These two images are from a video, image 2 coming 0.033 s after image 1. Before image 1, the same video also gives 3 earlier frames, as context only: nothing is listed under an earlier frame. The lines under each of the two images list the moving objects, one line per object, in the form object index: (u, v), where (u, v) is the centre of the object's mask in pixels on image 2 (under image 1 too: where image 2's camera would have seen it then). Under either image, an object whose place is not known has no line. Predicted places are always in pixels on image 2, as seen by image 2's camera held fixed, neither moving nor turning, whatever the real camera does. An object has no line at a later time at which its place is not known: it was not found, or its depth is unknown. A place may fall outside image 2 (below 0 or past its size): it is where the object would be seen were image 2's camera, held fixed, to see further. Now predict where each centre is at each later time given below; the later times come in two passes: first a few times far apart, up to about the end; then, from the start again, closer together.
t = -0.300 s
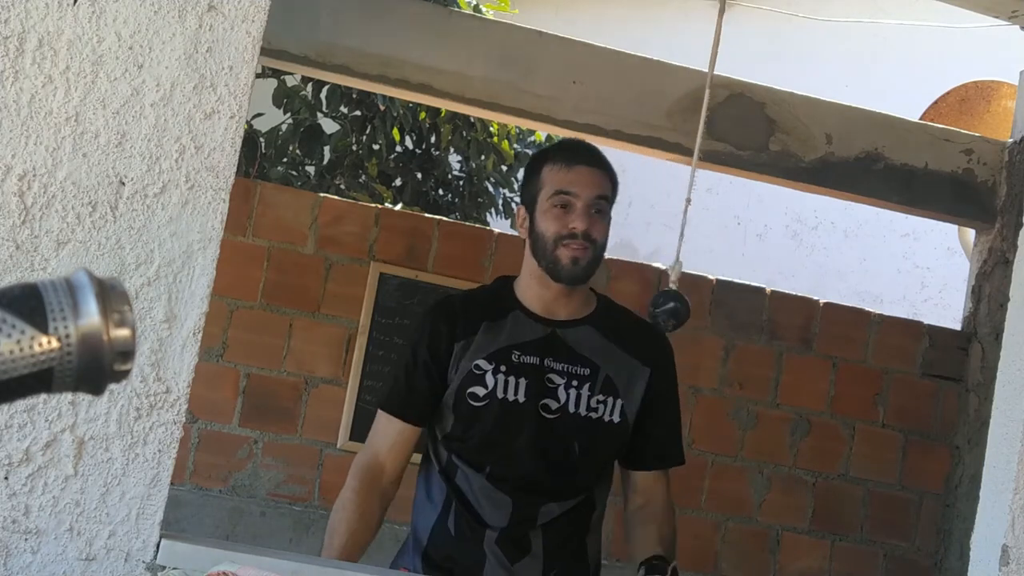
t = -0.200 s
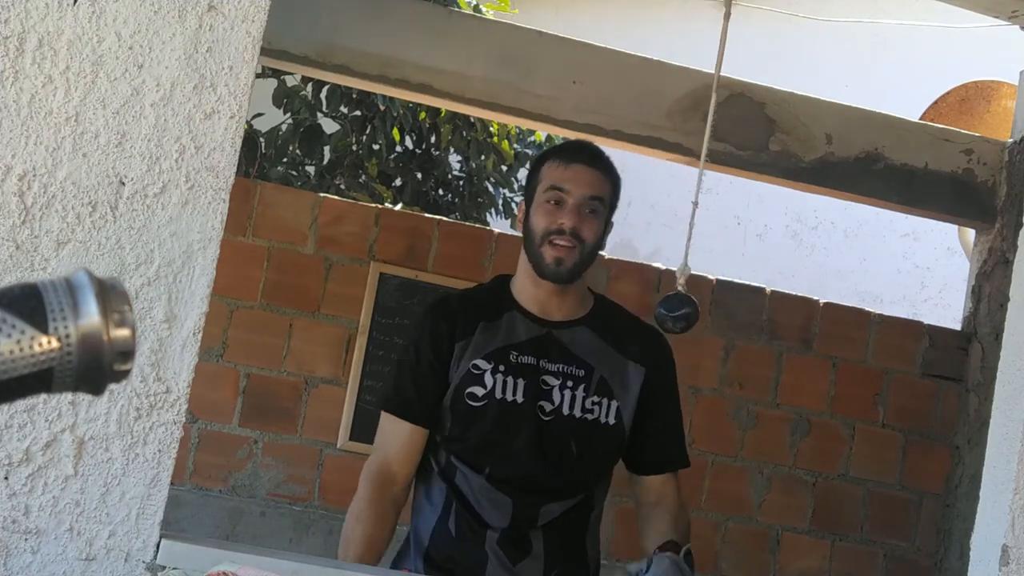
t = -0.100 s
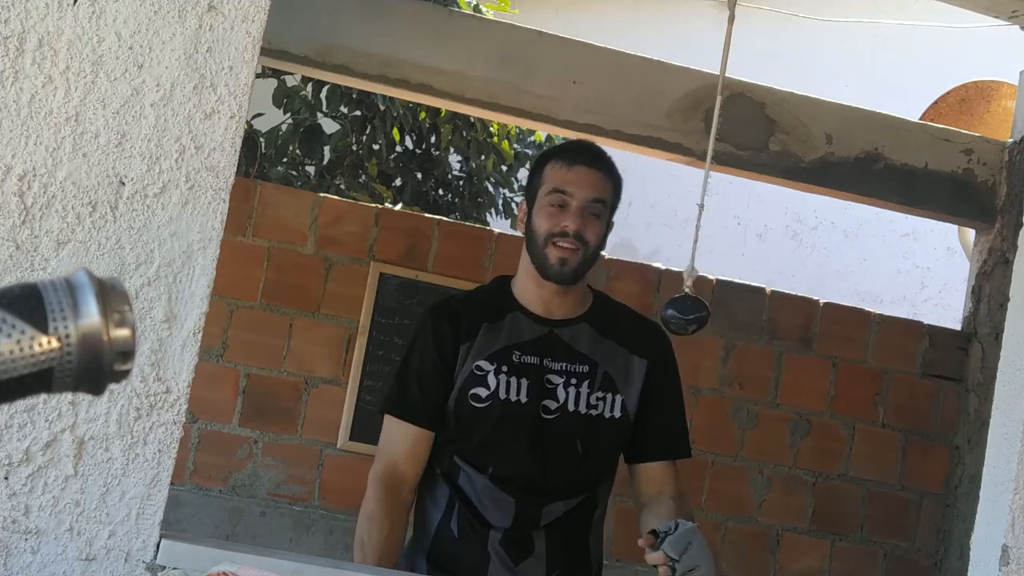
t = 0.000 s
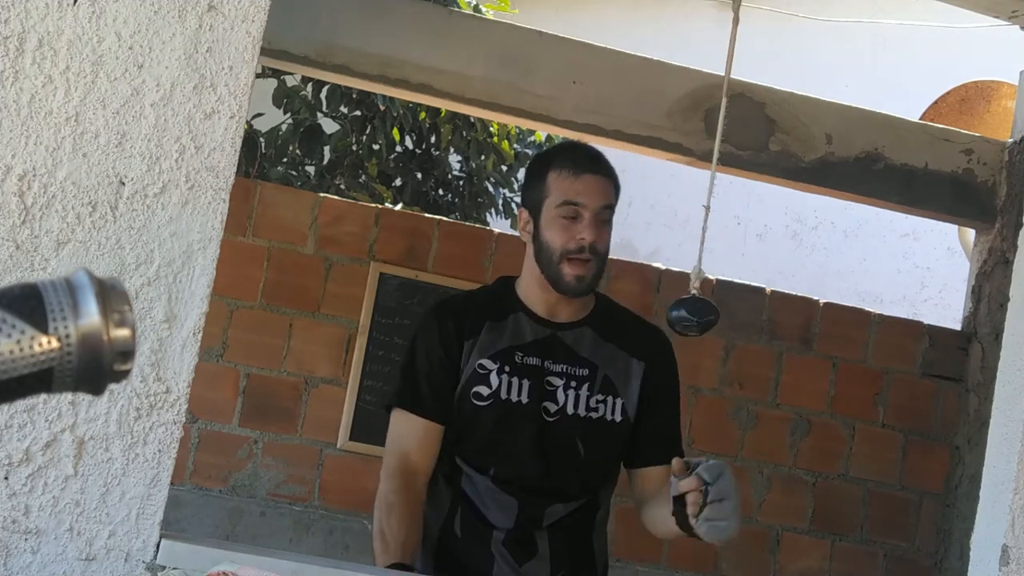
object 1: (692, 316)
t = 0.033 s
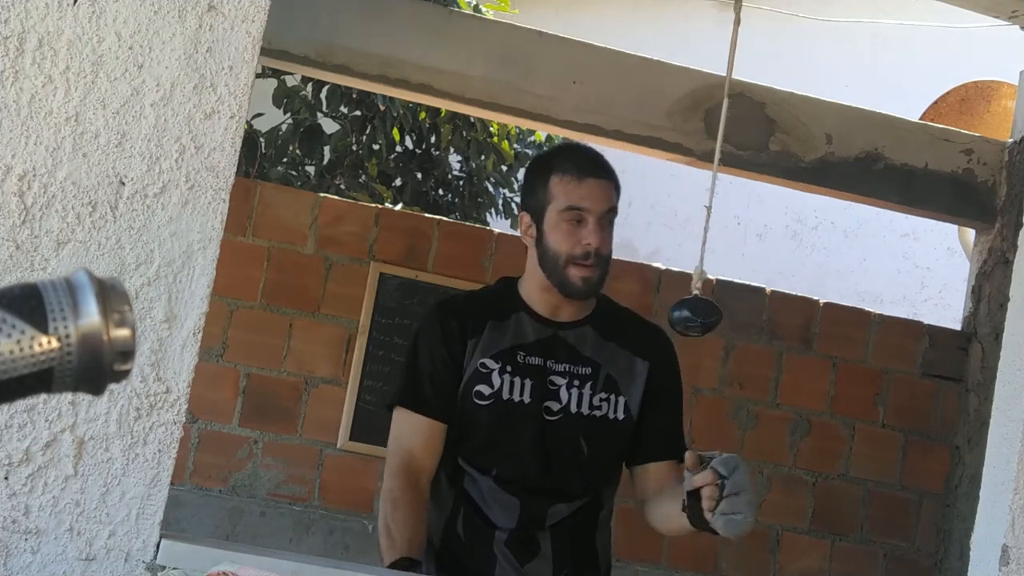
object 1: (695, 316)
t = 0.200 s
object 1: (702, 317)
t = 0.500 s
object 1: (700, 315)
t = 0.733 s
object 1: (687, 308)
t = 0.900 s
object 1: (674, 301)
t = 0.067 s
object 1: (696, 316)
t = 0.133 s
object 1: (700, 317)
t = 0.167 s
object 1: (701, 317)
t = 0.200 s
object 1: (702, 317)
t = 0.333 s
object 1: (704, 317)
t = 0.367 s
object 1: (704, 316)
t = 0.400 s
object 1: (703, 316)
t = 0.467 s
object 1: (701, 315)
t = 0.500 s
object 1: (700, 315)
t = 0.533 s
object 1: (699, 314)
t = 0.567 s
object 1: (697, 314)
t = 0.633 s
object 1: (694, 312)
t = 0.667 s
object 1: (691, 311)
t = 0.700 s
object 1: (690, 309)
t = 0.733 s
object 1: (687, 308)
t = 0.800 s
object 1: (682, 305)
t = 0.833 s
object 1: (680, 304)
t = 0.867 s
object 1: (677, 302)
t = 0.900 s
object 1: (674, 301)
